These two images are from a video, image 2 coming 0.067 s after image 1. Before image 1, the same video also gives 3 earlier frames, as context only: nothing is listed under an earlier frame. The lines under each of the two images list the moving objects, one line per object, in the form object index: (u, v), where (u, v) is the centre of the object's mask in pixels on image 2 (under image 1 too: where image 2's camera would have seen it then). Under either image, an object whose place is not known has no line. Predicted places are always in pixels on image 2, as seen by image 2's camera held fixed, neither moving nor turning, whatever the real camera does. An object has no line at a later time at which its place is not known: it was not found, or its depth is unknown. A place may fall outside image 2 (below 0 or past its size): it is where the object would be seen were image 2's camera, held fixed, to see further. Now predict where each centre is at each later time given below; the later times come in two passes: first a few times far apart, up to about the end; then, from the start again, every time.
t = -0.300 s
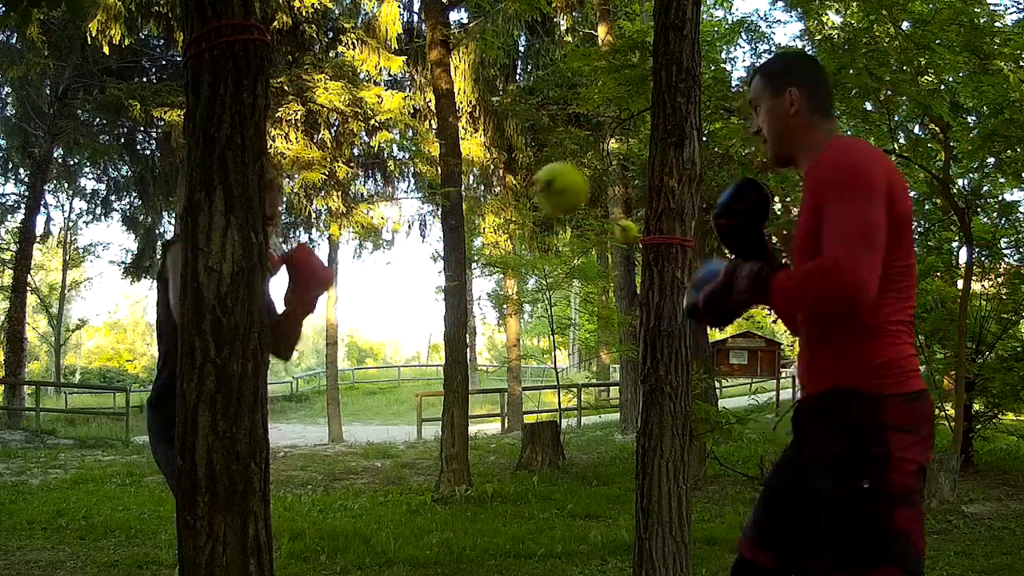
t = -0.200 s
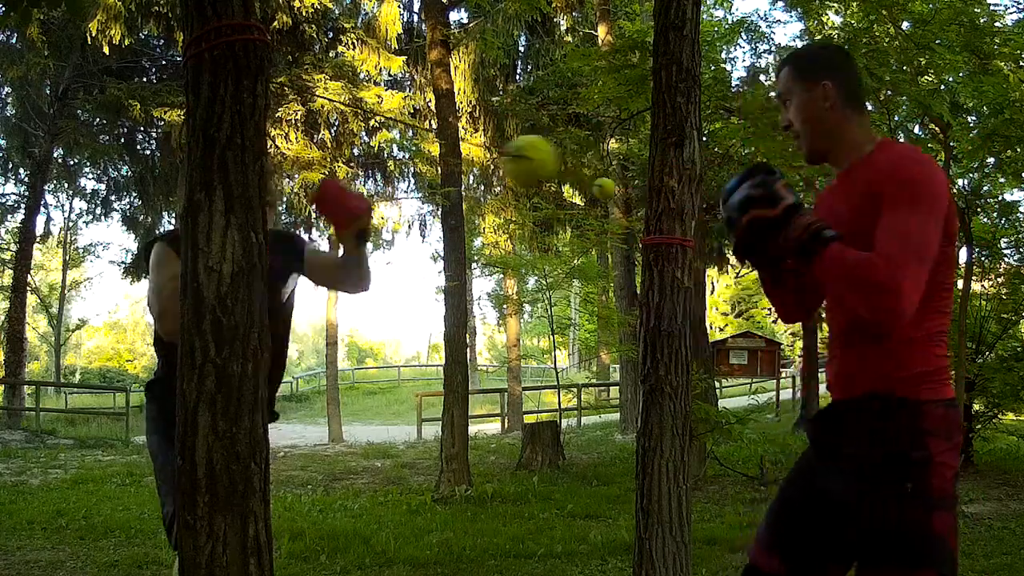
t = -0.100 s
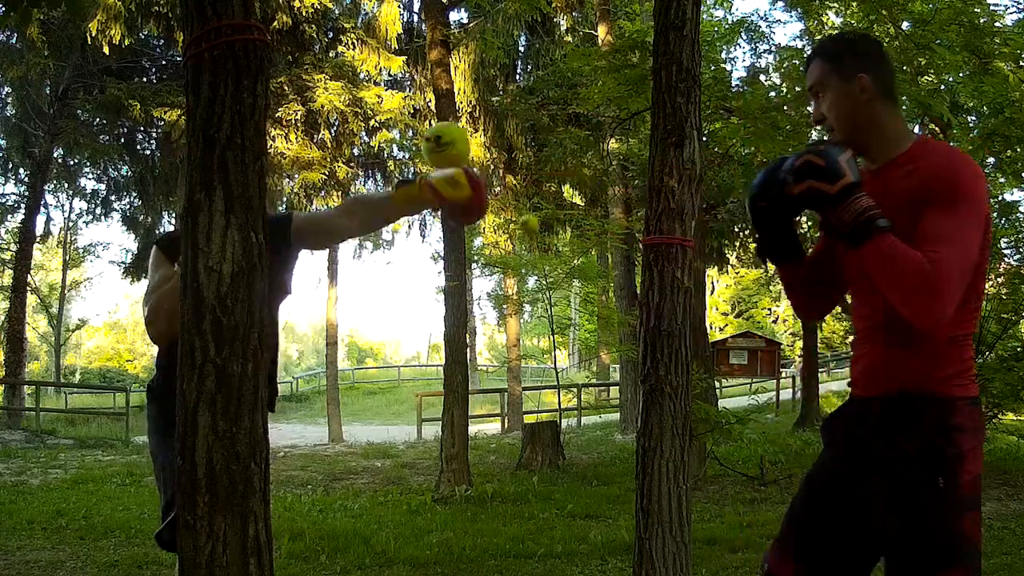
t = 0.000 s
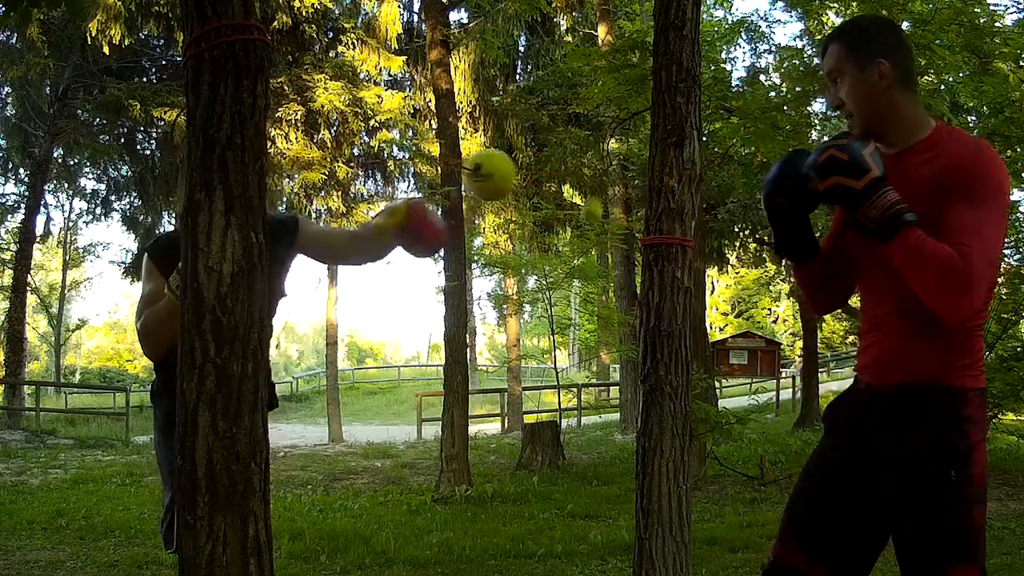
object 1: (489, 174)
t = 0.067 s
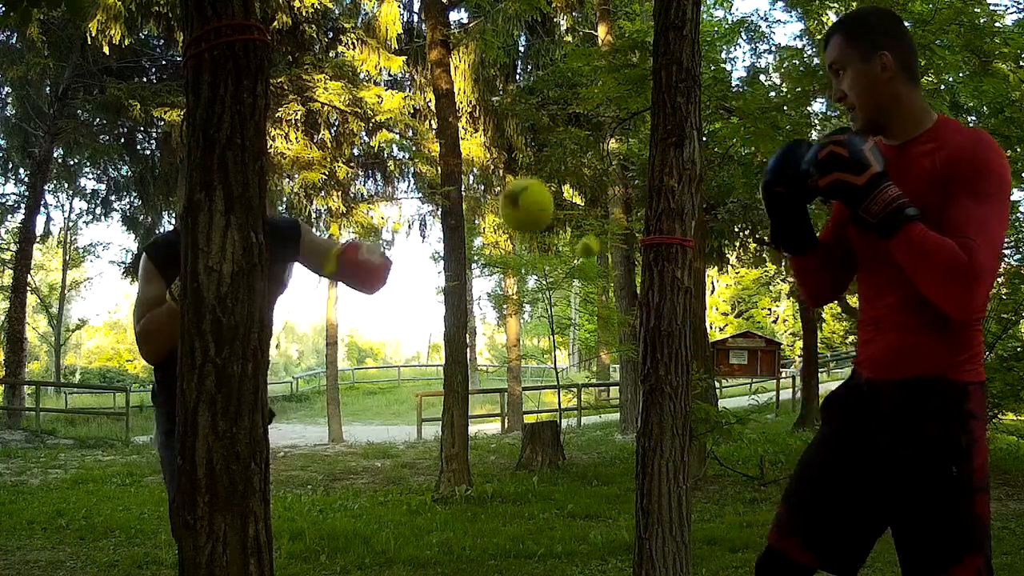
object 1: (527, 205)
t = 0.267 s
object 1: (429, 161)
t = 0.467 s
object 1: (518, 215)
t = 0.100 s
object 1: (513, 226)
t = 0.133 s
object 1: (492, 221)
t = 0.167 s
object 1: (473, 195)
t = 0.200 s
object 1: (456, 170)
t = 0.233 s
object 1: (437, 162)
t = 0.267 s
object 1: (429, 161)
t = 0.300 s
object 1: (439, 154)
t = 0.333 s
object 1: (467, 150)
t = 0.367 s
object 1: (499, 166)
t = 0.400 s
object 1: (519, 203)
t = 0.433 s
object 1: (524, 222)
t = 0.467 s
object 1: (518, 215)
